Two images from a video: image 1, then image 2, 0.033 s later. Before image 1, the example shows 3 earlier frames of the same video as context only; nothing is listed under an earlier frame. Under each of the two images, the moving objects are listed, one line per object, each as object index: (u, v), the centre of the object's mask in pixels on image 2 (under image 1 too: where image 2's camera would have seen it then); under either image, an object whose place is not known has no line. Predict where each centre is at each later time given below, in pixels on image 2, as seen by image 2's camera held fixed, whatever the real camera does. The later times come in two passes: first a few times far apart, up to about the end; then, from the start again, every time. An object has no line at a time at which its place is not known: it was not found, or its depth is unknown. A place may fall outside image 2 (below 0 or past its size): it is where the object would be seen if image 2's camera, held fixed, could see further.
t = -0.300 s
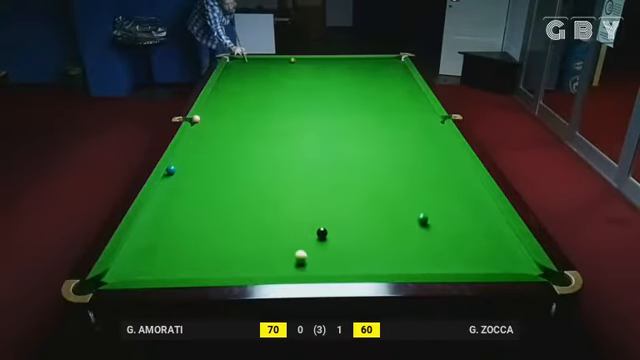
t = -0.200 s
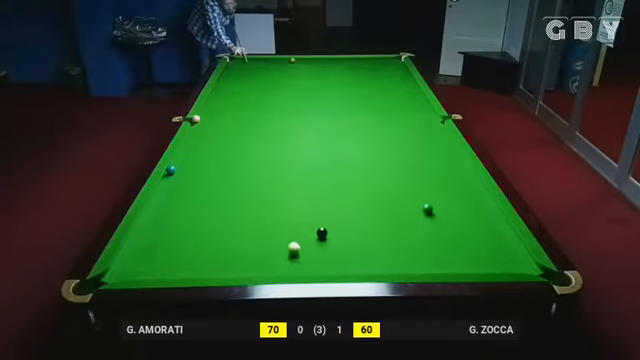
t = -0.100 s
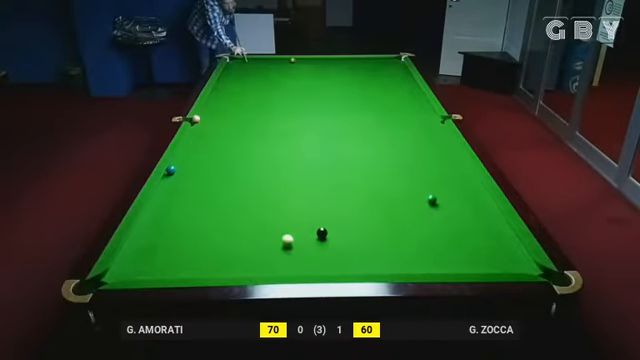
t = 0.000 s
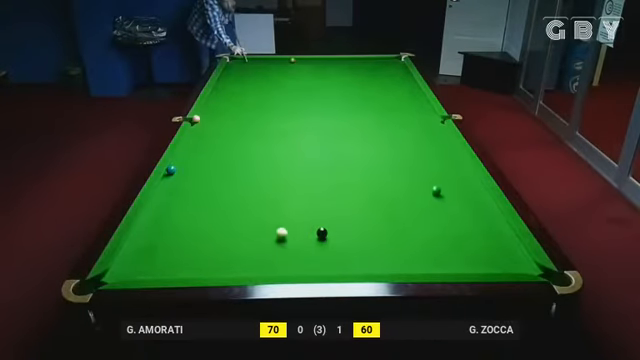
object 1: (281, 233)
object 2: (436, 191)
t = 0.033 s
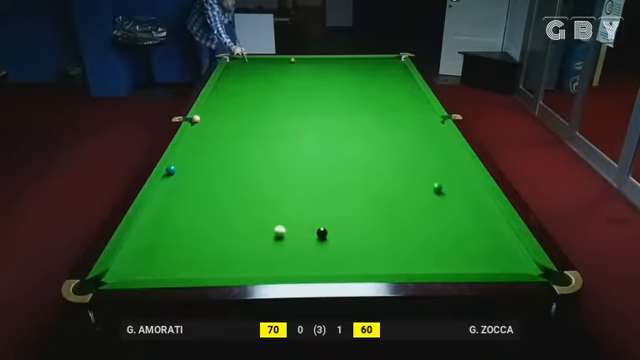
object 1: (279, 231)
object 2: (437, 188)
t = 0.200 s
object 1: (270, 220)
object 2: (444, 175)
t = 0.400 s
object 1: (260, 209)
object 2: (450, 162)
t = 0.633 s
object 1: (250, 197)
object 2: (455, 148)
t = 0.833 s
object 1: (242, 188)
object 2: (441, 139)
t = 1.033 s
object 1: (234, 180)
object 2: (430, 132)
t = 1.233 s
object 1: (227, 172)
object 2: (419, 125)
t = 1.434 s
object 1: (221, 166)
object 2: (410, 118)
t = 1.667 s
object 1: (214, 159)
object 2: (400, 111)
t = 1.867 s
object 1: (209, 153)
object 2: (393, 106)
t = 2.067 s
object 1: (204, 148)
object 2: (386, 101)
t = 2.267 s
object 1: (199, 144)
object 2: (379, 97)
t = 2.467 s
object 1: (195, 140)
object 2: (374, 92)
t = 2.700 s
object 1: (191, 135)
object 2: (368, 88)
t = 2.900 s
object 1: (193, 132)
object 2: (363, 85)
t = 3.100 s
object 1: (197, 130)
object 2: (358, 83)
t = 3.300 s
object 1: (201, 128)
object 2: (354, 79)
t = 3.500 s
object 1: (204, 126)
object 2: (351, 76)
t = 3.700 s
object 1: (207, 125)
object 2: (347, 74)
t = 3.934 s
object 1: (210, 123)
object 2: (344, 71)
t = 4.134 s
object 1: (212, 122)
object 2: (341, 69)
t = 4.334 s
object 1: (214, 121)
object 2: (338, 67)
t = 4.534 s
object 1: (216, 120)
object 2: (336, 66)
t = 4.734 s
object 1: (217, 119)
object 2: (334, 64)
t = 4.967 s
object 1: (218, 119)
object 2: (331, 63)
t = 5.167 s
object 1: (218, 119)
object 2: (329, 60)
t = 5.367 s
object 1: (218, 119)
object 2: (328, 60)
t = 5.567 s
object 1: (218, 119)
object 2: (327, 59)
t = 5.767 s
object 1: (218, 119)
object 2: (325, 59)
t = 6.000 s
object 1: (218, 119)
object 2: (324, 59)
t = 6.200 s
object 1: (218, 119)
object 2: (324, 59)
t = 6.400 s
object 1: (218, 119)
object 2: (324, 60)
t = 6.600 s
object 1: (218, 119)
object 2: (323, 60)
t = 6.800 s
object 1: (218, 119)
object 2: (323, 60)
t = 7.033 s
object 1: (218, 119)
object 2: (323, 60)
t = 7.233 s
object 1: (218, 119)
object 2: (323, 60)
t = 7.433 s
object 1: (218, 119)
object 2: (323, 60)
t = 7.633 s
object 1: (218, 119)
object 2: (323, 60)
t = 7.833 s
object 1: (218, 119)
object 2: (323, 60)
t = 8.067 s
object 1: (218, 119)
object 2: (323, 60)
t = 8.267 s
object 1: (218, 119)
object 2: (323, 60)
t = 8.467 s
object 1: (218, 119)
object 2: (323, 60)
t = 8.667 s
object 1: (218, 119)
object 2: (323, 60)
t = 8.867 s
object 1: (218, 119)
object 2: (323, 60)
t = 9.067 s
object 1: (218, 119)
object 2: (323, 60)
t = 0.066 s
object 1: (278, 229)
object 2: (439, 185)
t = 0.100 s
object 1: (276, 226)
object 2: (440, 182)
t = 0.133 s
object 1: (274, 224)
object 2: (441, 180)
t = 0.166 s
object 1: (272, 222)
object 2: (442, 177)
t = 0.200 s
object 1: (270, 220)
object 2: (444, 175)
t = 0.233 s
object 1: (269, 218)
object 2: (445, 172)
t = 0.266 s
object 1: (267, 216)
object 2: (446, 170)
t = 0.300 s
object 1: (265, 214)
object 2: (447, 168)
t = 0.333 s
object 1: (263, 212)
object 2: (448, 166)
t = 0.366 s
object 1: (262, 211)
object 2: (449, 164)
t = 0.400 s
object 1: (260, 209)
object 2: (450, 162)
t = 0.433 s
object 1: (259, 207)
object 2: (451, 159)
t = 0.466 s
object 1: (257, 205)
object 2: (452, 157)
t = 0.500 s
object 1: (256, 203)
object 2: (453, 155)
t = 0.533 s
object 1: (254, 201)
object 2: (454, 153)
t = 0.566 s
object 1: (253, 200)
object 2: (455, 151)
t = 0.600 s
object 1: (251, 198)
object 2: (456, 149)
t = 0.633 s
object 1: (250, 197)
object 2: (455, 148)
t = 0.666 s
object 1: (248, 195)
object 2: (452, 146)
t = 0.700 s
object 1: (247, 194)
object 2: (450, 145)
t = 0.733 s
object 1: (246, 192)
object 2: (448, 143)
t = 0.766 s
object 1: (244, 191)
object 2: (446, 142)
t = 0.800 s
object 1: (243, 189)
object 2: (443, 141)
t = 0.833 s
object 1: (242, 188)
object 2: (441, 139)
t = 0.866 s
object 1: (241, 186)
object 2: (439, 138)
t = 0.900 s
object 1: (239, 185)
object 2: (437, 137)
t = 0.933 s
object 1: (238, 183)
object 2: (436, 135)
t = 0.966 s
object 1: (237, 182)
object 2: (433, 134)
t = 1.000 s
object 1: (235, 181)
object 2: (432, 133)
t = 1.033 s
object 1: (234, 180)
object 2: (430, 132)
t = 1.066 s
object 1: (233, 178)
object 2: (428, 130)
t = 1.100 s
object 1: (232, 177)
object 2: (426, 129)
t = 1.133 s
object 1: (231, 176)
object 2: (425, 128)
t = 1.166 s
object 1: (229, 175)
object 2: (423, 127)
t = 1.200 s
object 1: (228, 173)
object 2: (421, 126)
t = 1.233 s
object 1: (227, 172)
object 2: (419, 125)
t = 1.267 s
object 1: (226, 171)
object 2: (417, 123)
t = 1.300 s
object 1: (225, 170)
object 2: (416, 122)
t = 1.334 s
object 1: (224, 169)
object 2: (414, 121)
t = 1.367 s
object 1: (223, 168)
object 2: (413, 120)
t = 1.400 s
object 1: (222, 167)
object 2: (412, 119)
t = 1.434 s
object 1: (221, 166)
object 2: (410, 118)
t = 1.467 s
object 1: (220, 165)
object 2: (408, 117)
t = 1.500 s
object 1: (219, 164)
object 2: (407, 116)
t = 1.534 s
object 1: (218, 163)
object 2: (406, 115)
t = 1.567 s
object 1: (217, 162)
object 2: (404, 114)
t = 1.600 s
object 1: (216, 161)
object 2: (403, 113)
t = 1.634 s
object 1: (215, 160)
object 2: (401, 112)
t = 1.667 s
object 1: (214, 159)
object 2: (400, 111)
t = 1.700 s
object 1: (214, 158)
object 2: (399, 110)
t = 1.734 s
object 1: (212, 157)
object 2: (398, 110)
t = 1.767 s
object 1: (212, 156)
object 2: (396, 108)
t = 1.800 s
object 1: (211, 155)
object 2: (395, 108)
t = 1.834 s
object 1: (210, 154)
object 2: (394, 107)
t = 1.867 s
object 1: (209, 153)
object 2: (393, 106)
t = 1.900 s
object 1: (208, 152)
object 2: (391, 105)
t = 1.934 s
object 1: (207, 152)
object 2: (390, 104)
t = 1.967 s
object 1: (206, 151)
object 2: (389, 103)
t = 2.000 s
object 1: (206, 150)
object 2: (388, 103)
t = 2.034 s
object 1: (205, 149)
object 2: (387, 102)
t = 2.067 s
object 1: (204, 148)
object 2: (386, 101)
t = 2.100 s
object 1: (203, 147)
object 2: (385, 101)
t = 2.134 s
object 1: (202, 147)
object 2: (384, 100)
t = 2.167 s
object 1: (202, 146)
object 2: (382, 99)
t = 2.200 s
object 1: (201, 146)
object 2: (382, 98)
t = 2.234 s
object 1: (200, 144)
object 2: (380, 98)
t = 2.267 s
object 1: (199, 144)
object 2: (379, 97)
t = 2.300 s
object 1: (198, 143)
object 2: (378, 96)
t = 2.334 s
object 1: (198, 142)
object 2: (378, 95)
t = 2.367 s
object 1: (197, 142)
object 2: (376, 95)
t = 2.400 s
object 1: (197, 141)
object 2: (376, 94)
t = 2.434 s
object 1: (196, 140)
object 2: (375, 94)
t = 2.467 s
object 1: (195, 140)
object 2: (374, 92)
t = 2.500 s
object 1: (195, 139)
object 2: (373, 92)
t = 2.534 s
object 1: (194, 138)
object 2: (372, 91)
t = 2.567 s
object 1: (193, 138)
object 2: (371, 91)
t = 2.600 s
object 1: (193, 137)
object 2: (370, 90)
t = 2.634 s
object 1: (192, 136)
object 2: (369, 89)
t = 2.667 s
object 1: (191, 136)
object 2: (368, 89)
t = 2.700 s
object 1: (191, 135)
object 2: (368, 88)
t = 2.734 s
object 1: (191, 135)
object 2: (367, 88)
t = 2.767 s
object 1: (190, 134)
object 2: (366, 87)
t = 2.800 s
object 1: (191, 134)
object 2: (365, 86)
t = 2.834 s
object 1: (192, 133)
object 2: (364, 86)
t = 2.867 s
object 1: (193, 133)
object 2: (363, 85)
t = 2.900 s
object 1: (193, 132)
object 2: (363, 85)
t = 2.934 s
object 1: (194, 132)
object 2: (362, 84)
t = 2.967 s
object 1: (195, 132)
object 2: (361, 84)
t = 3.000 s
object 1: (195, 131)
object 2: (361, 84)
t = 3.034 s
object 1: (196, 131)
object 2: (359, 84)
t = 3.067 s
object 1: (197, 131)
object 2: (359, 83)
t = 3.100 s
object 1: (197, 130)
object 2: (358, 83)
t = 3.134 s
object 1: (198, 130)
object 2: (358, 82)
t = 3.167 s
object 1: (199, 129)
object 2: (357, 81)
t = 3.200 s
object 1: (199, 129)
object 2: (356, 80)
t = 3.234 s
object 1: (200, 129)
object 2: (355, 80)
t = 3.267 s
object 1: (201, 128)
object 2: (355, 80)
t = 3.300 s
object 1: (201, 128)
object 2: (354, 79)
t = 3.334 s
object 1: (202, 128)
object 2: (353, 78)
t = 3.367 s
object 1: (202, 127)
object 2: (353, 78)
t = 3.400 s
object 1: (203, 127)
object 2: (352, 77)
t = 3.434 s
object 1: (203, 127)
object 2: (352, 77)
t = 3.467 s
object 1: (204, 126)
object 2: (351, 76)
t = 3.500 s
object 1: (204, 126)
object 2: (351, 76)
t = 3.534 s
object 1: (205, 126)
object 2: (350, 76)
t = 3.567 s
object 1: (205, 126)
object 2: (350, 75)
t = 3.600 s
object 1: (206, 125)
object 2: (349, 75)
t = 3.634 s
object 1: (206, 125)
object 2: (348, 74)
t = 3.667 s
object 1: (206, 125)
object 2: (348, 74)
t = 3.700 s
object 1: (207, 125)
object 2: (347, 74)
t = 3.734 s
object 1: (207, 124)
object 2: (346, 73)
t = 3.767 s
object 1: (208, 124)
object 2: (346, 73)
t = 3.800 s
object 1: (209, 124)
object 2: (346, 73)
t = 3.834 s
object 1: (209, 124)
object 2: (345, 72)
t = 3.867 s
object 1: (209, 123)
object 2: (344, 72)
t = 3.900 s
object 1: (210, 123)
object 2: (344, 72)
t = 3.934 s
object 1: (210, 123)
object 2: (344, 71)
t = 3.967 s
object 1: (210, 123)
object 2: (343, 71)
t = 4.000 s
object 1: (211, 122)
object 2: (343, 71)
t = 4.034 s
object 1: (211, 122)
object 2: (342, 71)
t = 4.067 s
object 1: (212, 122)
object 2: (342, 70)
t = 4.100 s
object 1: (212, 122)
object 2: (341, 70)
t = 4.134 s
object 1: (212, 122)
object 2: (341, 69)
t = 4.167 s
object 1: (213, 121)
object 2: (340, 69)
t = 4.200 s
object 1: (213, 121)
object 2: (340, 68)
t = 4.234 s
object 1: (213, 121)
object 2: (339, 68)
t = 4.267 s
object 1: (214, 121)
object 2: (339, 68)
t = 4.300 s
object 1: (213, 121)
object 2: (339, 68)
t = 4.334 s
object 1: (214, 121)
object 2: (338, 67)
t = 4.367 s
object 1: (214, 120)
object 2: (338, 67)
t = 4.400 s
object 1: (215, 120)
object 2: (337, 67)
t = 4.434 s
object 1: (215, 120)
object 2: (337, 67)
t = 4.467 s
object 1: (215, 120)
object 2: (337, 66)
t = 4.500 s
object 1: (215, 120)
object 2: (337, 66)
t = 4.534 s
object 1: (216, 120)
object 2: (336, 66)
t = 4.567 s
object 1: (216, 120)
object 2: (336, 66)
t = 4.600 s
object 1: (216, 120)
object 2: (335, 66)
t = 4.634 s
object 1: (216, 120)
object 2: (335, 64)
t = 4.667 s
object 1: (216, 119)
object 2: (334, 65)
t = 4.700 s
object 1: (217, 120)
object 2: (334, 64)
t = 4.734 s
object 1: (217, 119)
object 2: (334, 64)
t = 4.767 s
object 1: (217, 119)
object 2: (333, 64)
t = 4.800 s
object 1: (217, 119)
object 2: (333, 63)
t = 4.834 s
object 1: (217, 119)
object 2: (333, 63)
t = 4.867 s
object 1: (217, 119)
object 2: (332, 63)
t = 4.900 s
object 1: (217, 119)
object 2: (332, 62)
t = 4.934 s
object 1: (218, 119)
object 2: (332, 63)
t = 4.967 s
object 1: (218, 119)
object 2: (331, 63)
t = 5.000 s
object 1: (218, 119)
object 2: (331, 62)
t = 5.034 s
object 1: (218, 119)
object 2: (331, 62)
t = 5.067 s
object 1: (218, 119)
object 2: (331, 62)
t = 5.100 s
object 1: (218, 119)
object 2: (331, 62)
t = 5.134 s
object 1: (218, 119)
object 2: (330, 62)
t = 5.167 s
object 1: (218, 119)
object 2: (329, 60)
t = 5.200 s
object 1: (218, 119)
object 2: (329, 60)
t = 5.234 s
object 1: (218, 119)
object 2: (329, 60)
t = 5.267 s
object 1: (218, 119)
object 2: (329, 60)
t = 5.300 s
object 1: (218, 119)
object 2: (329, 60)
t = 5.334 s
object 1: (218, 119)
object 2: (328, 60)
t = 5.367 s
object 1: (218, 119)
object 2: (328, 60)
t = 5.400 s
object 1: (218, 119)
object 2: (328, 60)
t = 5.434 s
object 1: (218, 119)
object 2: (328, 60)
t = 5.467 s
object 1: (218, 119)
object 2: (327, 60)
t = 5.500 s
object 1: (218, 119)
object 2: (327, 59)
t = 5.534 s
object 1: (218, 119)
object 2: (327, 59)
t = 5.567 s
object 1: (218, 119)
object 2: (327, 59)
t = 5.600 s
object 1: (218, 119)
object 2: (327, 59)
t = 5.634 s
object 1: (218, 119)
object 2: (327, 59)
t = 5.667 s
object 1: (218, 119)
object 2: (326, 59)
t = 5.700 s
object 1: (218, 119)
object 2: (326, 59)
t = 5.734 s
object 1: (218, 119)
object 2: (326, 59)
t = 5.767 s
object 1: (218, 119)
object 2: (325, 59)
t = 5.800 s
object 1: (218, 119)
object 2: (325, 59)
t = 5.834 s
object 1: (218, 119)
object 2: (325, 59)
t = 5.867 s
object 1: (218, 119)
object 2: (325, 59)
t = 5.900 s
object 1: (218, 119)
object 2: (325, 59)
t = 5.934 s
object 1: (218, 119)
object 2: (325, 59)
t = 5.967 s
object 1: (218, 119)
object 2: (324, 59)
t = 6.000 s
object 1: (218, 119)
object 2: (324, 59)
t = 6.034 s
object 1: (218, 119)
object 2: (324, 59)
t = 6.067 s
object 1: (218, 119)
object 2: (324, 59)
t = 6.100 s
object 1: (218, 119)
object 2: (324, 59)
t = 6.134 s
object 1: (218, 119)
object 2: (324, 59)
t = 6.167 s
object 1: (218, 119)
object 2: (324, 59)
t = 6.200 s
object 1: (218, 119)
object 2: (324, 59)
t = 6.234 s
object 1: (218, 119)
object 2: (324, 59)
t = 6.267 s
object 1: (218, 119)
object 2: (324, 59)
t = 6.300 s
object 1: (218, 119)
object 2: (324, 59)
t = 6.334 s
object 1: (218, 119)
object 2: (324, 60)
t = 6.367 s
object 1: (218, 119)
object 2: (324, 60)
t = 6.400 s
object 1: (218, 119)
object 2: (324, 60)
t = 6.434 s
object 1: (218, 119)
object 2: (324, 60)
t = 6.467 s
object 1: (218, 119)
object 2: (324, 60)
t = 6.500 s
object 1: (218, 119)
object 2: (324, 60)
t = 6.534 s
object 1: (218, 119)
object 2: (324, 60)
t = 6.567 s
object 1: (218, 119)
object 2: (324, 60)
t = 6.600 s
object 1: (218, 119)
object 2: (323, 60)
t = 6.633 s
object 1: (218, 119)
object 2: (323, 60)
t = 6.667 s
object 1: (218, 119)
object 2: (323, 60)
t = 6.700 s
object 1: (218, 119)
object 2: (323, 60)
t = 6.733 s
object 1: (218, 119)
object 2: (323, 60)
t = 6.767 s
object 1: (218, 119)
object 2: (323, 60)
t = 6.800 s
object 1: (218, 119)
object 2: (323, 60)
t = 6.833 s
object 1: (218, 119)
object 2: (323, 60)
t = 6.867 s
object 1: (218, 119)
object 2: (323, 60)
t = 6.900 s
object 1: (218, 119)
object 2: (323, 60)
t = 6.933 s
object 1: (218, 119)
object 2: (323, 60)
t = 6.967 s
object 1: (218, 119)
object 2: (323, 60)
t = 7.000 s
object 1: (218, 119)
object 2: (323, 60)
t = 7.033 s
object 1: (218, 119)
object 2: (323, 60)
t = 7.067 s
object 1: (218, 119)
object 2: (323, 60)
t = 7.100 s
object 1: (218, 119)
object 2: (323, 60)
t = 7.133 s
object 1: (218, 119)
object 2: (323, 60)
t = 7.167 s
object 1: (218, 119)
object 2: (323, 60)
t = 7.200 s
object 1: (218, 119)
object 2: (323, 60)
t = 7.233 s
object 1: (218, 119)
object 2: (323, 60)
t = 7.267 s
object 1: (218, 119)
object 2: (323, 60)
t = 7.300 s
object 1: (218, 119)
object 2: (323, 60)
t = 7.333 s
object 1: (218, 119)
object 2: (323, 60)
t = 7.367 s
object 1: (218, 119)
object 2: (323, 60)
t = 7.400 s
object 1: (218, 119)
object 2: (323, 60)
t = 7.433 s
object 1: (218, 119)
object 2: (323, 60)
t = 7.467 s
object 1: (218, 119)
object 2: (323, 60)
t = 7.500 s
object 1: (218, 119)
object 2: (323, 60)
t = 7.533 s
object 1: (218, 119)
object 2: (323, 60)
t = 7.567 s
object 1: (218, 119)
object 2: (323, 60)
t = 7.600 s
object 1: (218, 119)
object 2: (323, 60)
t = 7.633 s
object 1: (218, 119)
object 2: (323, 60)
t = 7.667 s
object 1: (218, 119)
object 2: (323, 60)
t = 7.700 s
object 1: (218, 119)
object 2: (323, 60)
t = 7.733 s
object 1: (218, 119)
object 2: (323, 60)
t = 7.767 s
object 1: (218, 119)
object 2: (323, 60)
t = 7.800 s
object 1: (218, 119)
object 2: (323, 60)
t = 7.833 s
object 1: (218, 119)
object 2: (323, 60)
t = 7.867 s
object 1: (218, 119)
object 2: (323, 60)
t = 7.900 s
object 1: (218, 119)
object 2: (323, 60)
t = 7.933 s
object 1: (218, 119)
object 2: (323, 60)
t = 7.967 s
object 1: (218, 119)
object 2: (323, 60)
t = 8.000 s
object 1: (218, 119)
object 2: (323, 60)
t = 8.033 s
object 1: (218, 119)
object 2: (323, 60)
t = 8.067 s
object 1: (218, 119)
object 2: (323, 60)
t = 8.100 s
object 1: (218, 119)
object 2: (323, 60)
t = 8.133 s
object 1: (218, 119)
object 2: (323, 60)
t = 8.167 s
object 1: (218, 119)
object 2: (323, 60)
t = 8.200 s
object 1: (218, 119)
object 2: (323, 60)
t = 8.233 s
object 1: (218, 119)
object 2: (323, 60)
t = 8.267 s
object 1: (218, 119)
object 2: (323, 60)
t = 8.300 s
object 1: (218, 119)
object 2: (323, 60)
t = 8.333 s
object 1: (218, 119)
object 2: (323, 60)
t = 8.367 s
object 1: (218, 119)
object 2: (323, 60)
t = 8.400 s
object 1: (218, 119)
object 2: (323, 60)
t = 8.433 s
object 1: (218, 119)
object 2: (323, 60)
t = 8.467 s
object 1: (218, 119)
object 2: (323, 60)
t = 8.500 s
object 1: (218, 119)
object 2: (323, 60)
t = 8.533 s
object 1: (218, 119)
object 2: (323, 60)
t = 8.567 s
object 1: (218, 119)
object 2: (323, 60)
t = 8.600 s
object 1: (218, 119)
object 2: (323, 60)
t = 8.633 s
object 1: (218, 119)
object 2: (323, 60)
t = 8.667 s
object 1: (218, 119)
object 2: (323, 60)
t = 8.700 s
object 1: (218, 119)
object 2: (323, 60)
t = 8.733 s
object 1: (218, 119)
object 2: (323, 60)
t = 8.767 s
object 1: (218, 119)
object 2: (323, 60)
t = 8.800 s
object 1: (218, 119)
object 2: (323, 60)
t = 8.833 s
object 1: (218, 119)
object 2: (323, 60)
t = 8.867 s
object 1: (218, 119)
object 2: (323, 60)
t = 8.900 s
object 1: (218, 119)
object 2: (323, 60)
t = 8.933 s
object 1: (218, 119)
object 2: (323, 60)
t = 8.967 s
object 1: (218, 119)
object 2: (323, 60)
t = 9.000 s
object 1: (218, 119)
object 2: (323, 60)
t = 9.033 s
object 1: (218, 119)
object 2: (323, 60)
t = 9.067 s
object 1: (218, 119)
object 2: (323, 60)
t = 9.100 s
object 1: (218, 119)
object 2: (323, 60)
